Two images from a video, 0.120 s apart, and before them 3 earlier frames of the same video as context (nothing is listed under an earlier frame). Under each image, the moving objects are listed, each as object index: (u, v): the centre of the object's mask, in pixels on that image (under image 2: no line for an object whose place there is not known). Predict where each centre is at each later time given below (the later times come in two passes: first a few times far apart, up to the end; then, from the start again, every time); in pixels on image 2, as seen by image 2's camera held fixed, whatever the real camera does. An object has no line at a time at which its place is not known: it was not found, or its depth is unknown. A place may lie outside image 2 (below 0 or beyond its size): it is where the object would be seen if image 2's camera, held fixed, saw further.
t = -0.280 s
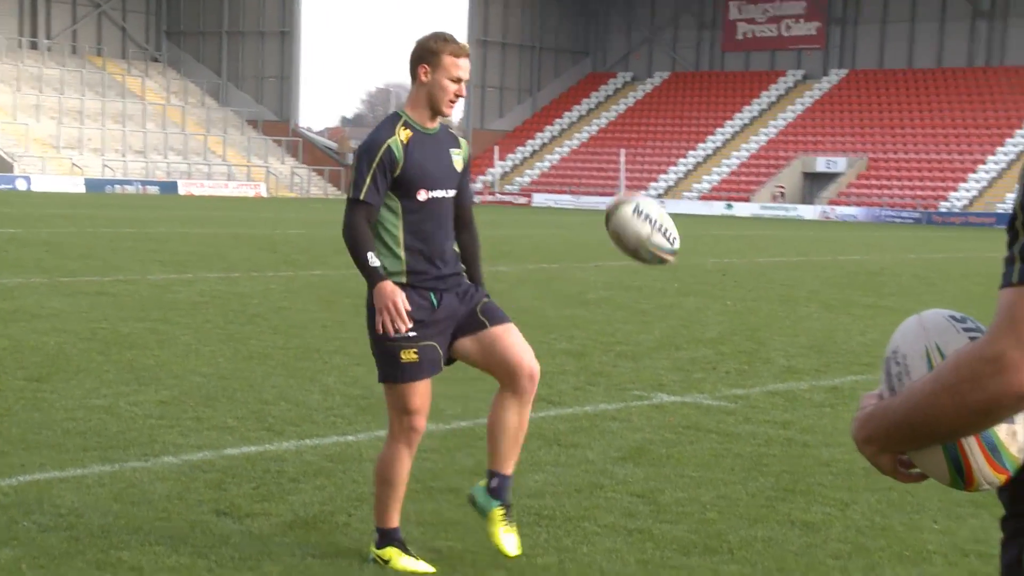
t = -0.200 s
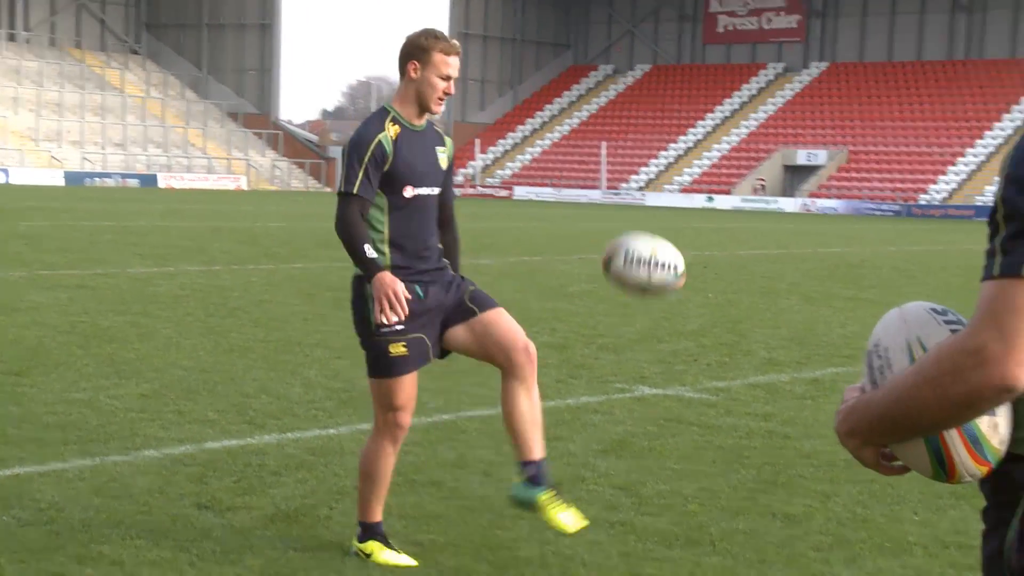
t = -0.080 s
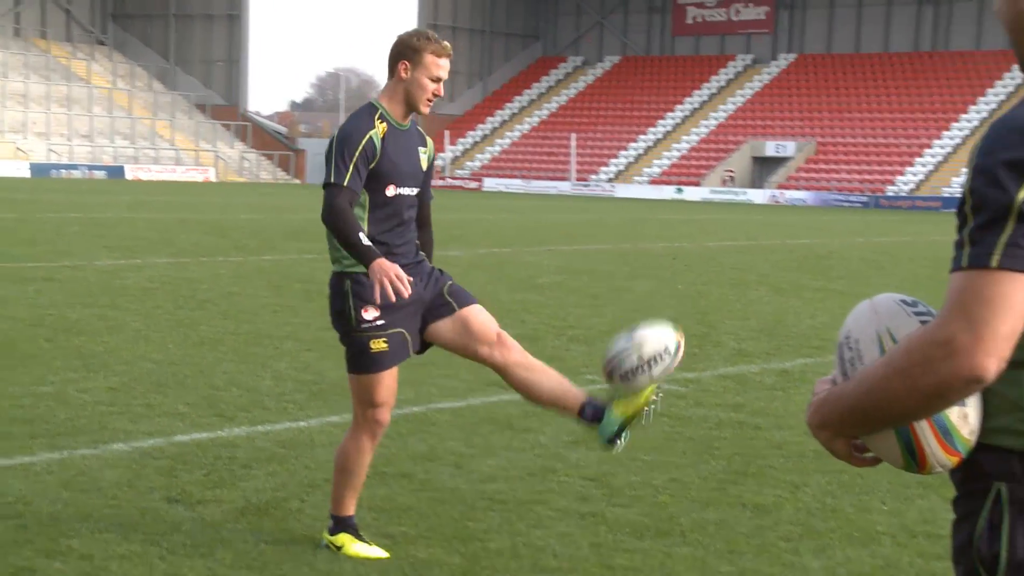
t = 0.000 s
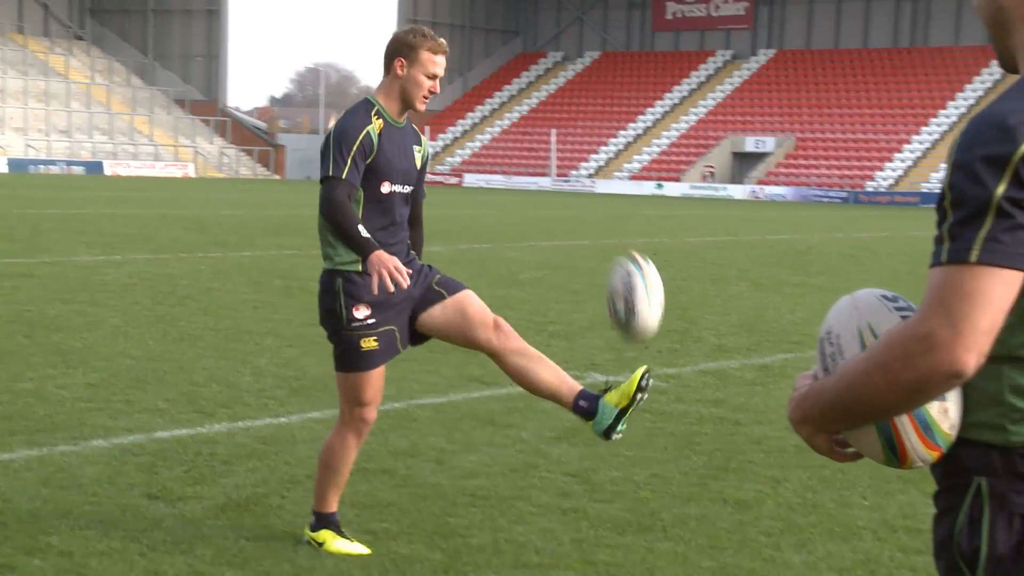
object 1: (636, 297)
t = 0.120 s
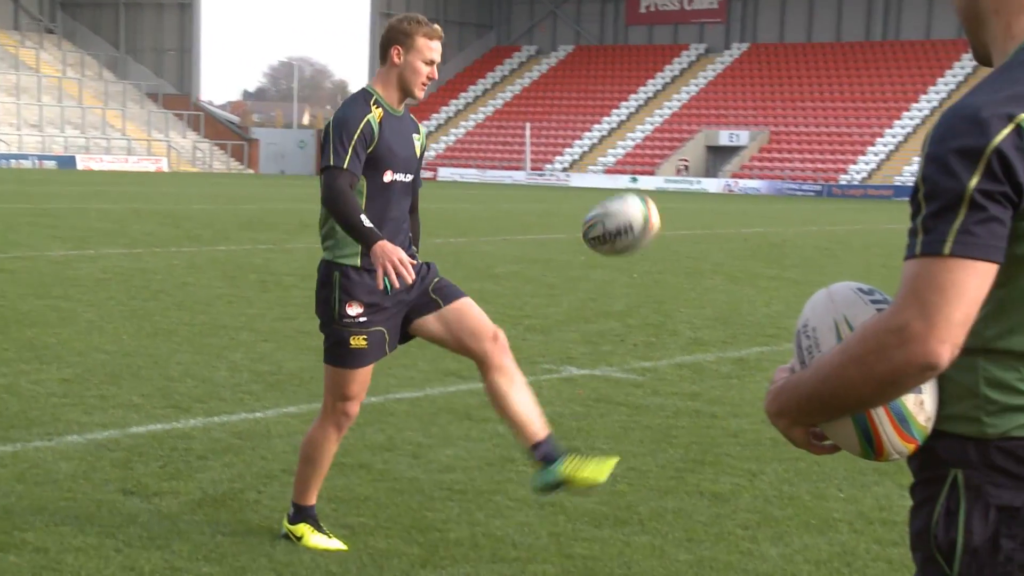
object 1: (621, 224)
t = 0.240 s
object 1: (630, 202)
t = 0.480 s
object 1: (642, 281)
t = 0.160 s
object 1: (625, 213)
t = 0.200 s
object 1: (627, 206)
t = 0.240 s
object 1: (630, 202)
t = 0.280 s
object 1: (632, 203)
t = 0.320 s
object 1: (635, 210)
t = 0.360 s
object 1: (637, 222)
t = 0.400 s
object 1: (640, 236)
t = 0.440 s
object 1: (642, 256)
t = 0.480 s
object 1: (642, 281)
